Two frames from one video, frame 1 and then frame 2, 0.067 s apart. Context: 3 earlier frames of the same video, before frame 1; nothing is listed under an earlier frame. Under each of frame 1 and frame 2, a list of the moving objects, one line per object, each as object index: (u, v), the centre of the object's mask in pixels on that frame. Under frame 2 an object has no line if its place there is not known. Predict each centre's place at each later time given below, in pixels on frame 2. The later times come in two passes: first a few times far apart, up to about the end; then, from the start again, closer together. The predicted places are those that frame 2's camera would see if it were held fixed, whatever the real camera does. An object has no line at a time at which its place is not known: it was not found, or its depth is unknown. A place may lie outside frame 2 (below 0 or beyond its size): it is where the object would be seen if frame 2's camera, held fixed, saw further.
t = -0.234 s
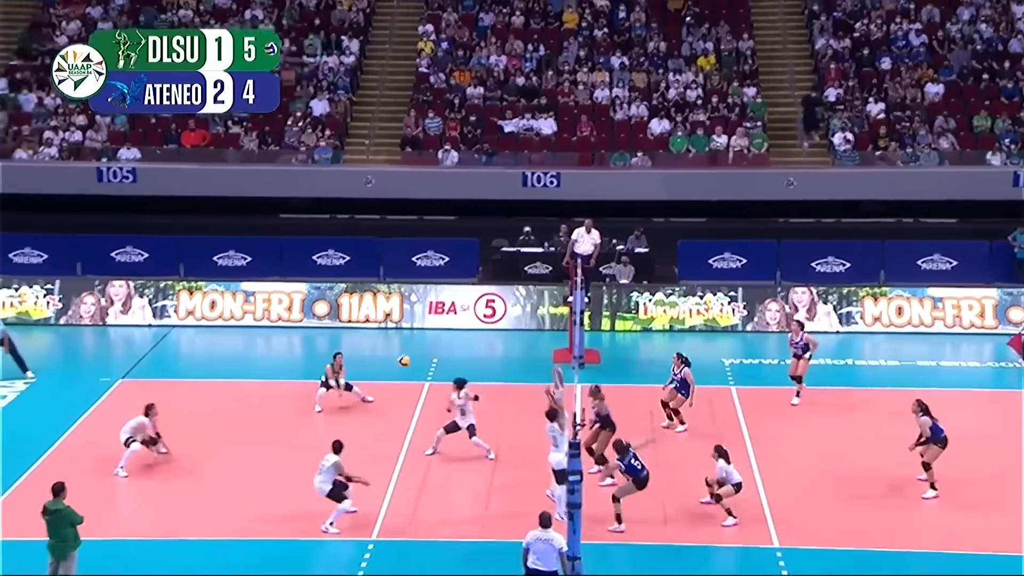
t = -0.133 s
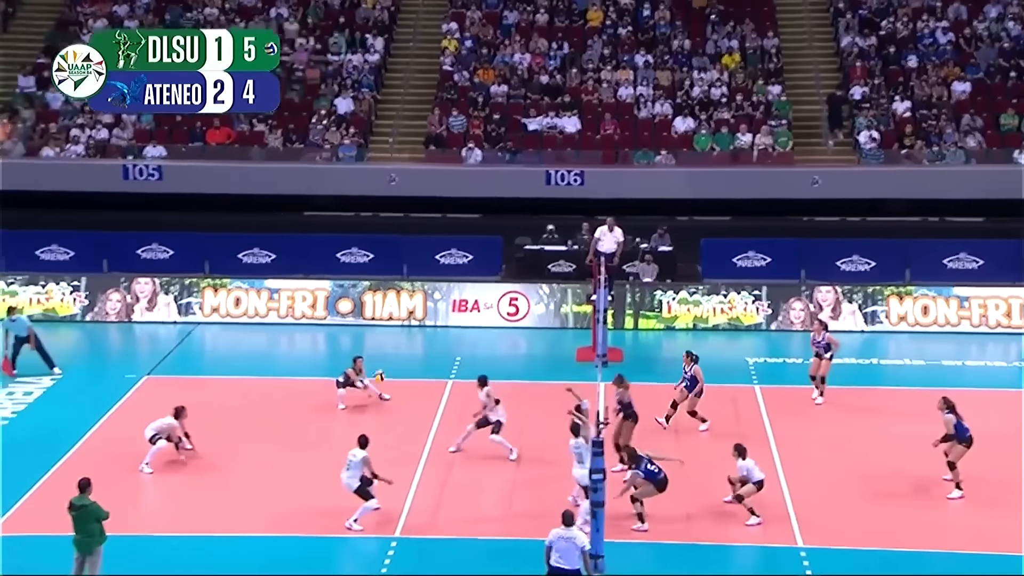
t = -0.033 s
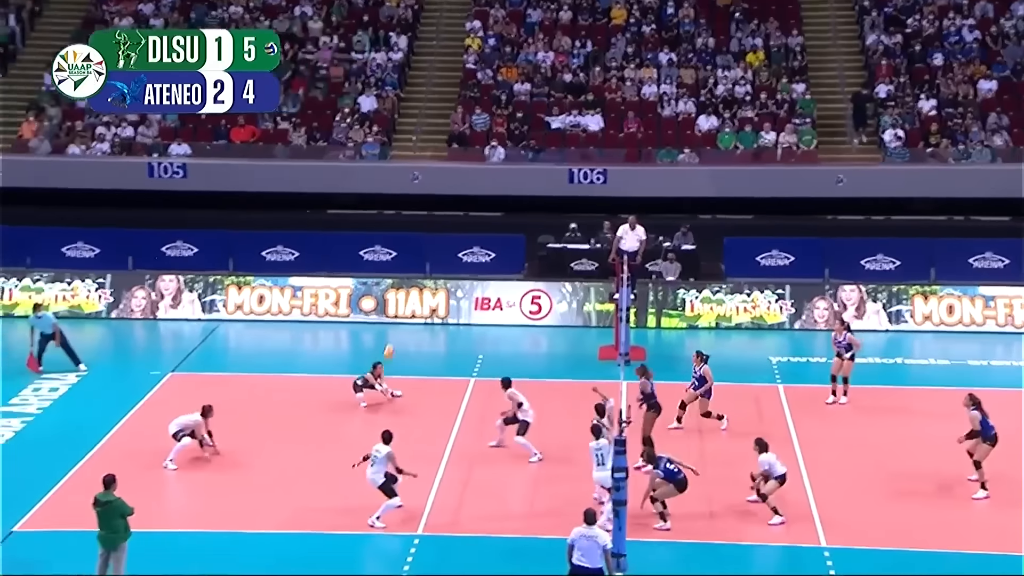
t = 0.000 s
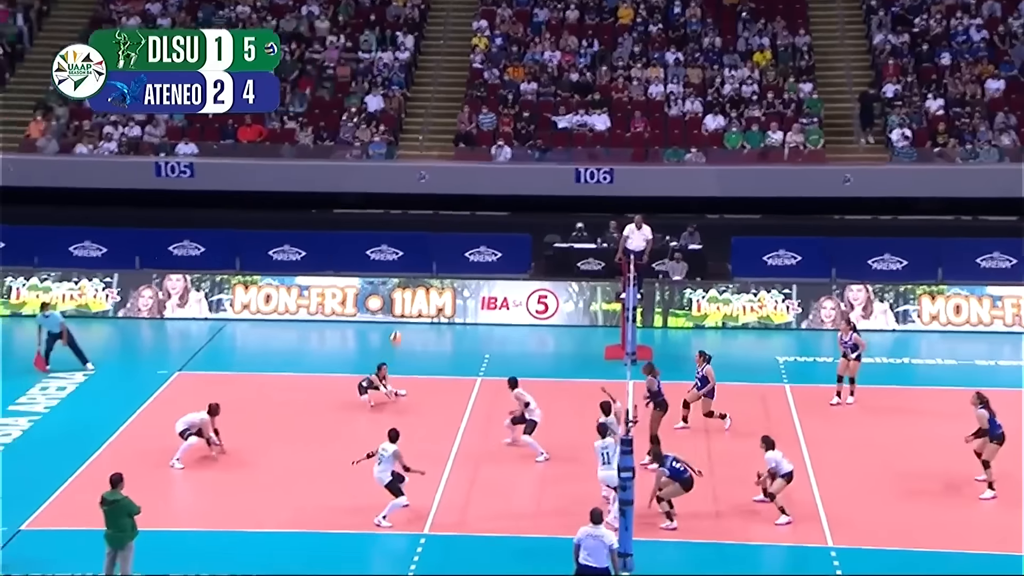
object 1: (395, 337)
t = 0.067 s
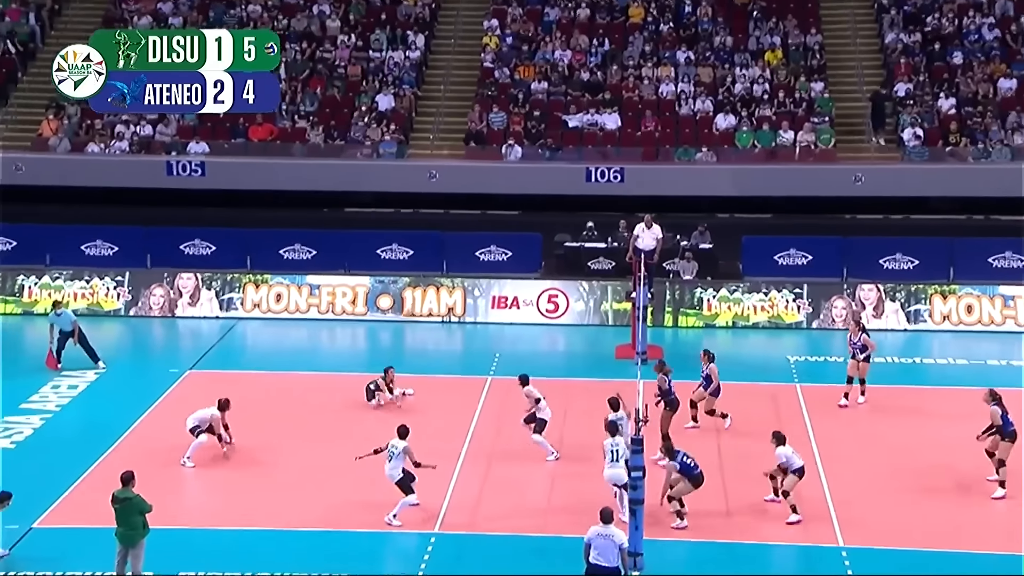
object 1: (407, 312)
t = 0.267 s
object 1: (411, 249)
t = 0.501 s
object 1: (411, 202)
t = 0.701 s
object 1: (412, 183)
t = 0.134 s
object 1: (408, 288)
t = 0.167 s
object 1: (410, 278)
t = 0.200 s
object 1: (409, 268)
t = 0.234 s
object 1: (410, 258)
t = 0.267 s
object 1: (411, 249)
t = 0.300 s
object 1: (410, 241)
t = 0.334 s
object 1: (410, 233)
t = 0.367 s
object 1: (411, 226)
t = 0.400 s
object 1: (411, 219)
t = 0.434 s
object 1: (411, 213)
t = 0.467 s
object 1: (411, 208)
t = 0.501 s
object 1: (411, 202)
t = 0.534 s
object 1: (411, 198)
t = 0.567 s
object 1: (411, 194)
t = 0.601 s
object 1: (411, 190)
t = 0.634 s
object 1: (411, 188)
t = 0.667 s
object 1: (411, 186)
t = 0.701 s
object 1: (412, 183)
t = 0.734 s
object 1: (411, 183)
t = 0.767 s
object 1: (411, 182)
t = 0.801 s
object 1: (412, 183)
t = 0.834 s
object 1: (411, 184)
